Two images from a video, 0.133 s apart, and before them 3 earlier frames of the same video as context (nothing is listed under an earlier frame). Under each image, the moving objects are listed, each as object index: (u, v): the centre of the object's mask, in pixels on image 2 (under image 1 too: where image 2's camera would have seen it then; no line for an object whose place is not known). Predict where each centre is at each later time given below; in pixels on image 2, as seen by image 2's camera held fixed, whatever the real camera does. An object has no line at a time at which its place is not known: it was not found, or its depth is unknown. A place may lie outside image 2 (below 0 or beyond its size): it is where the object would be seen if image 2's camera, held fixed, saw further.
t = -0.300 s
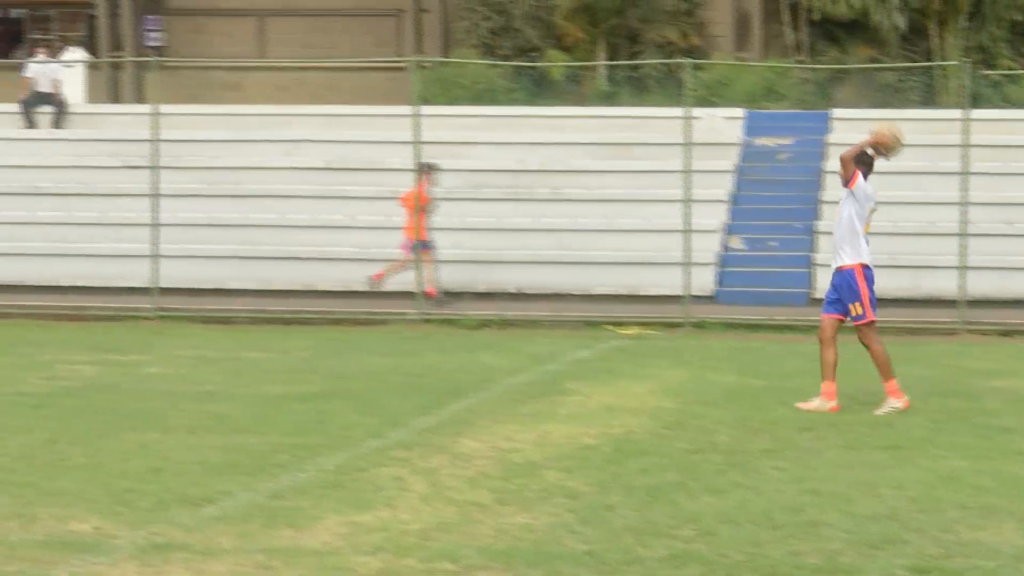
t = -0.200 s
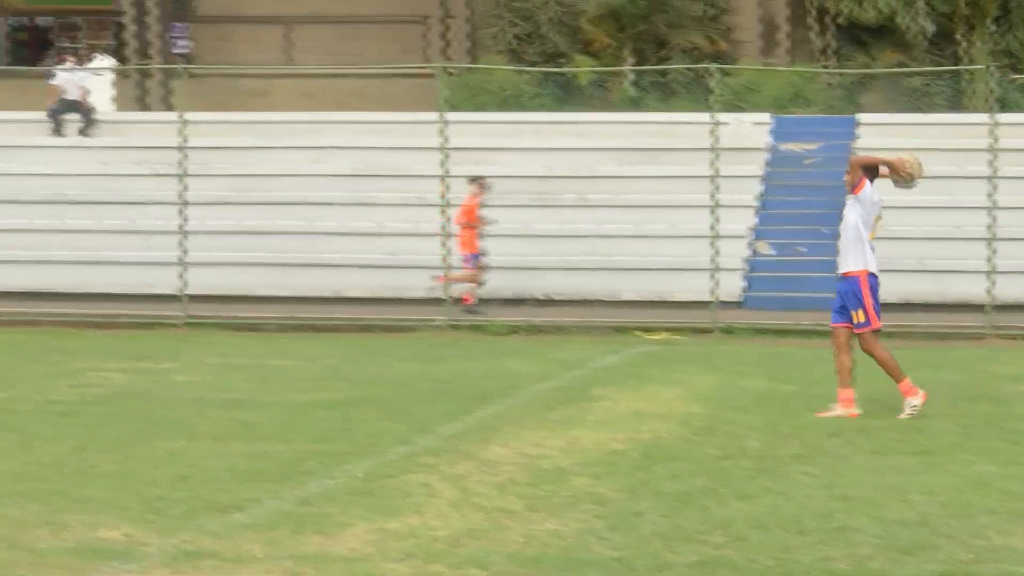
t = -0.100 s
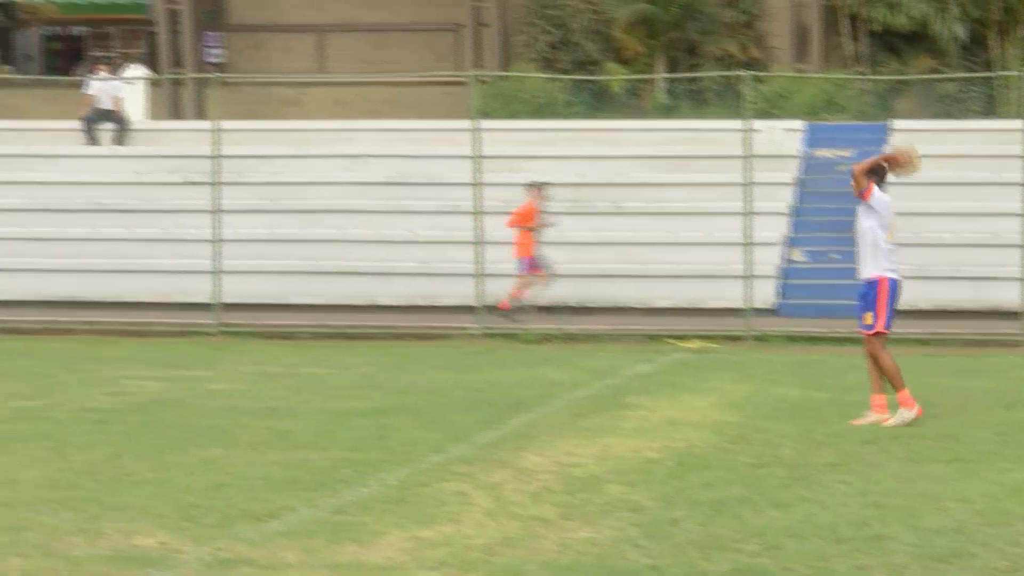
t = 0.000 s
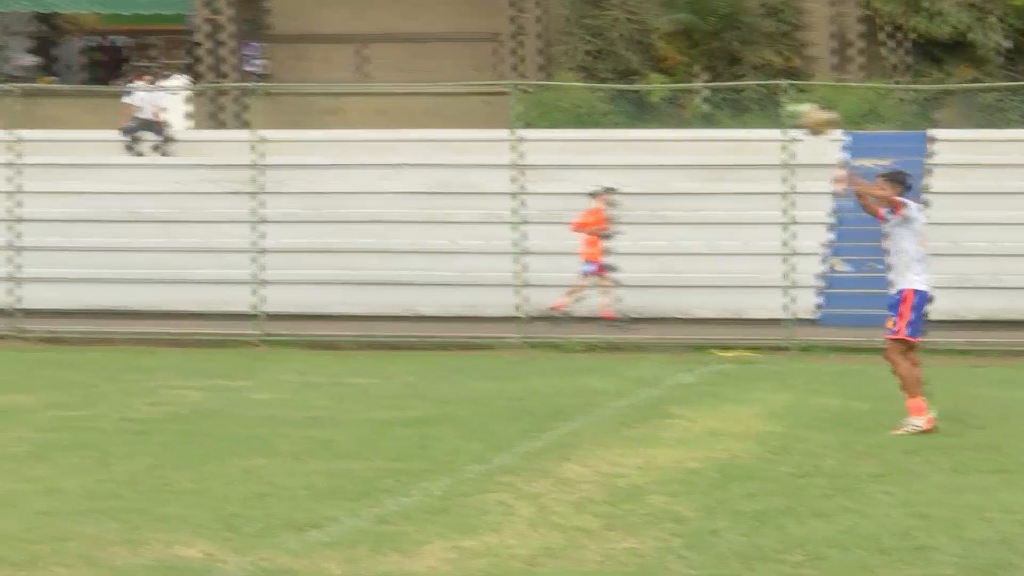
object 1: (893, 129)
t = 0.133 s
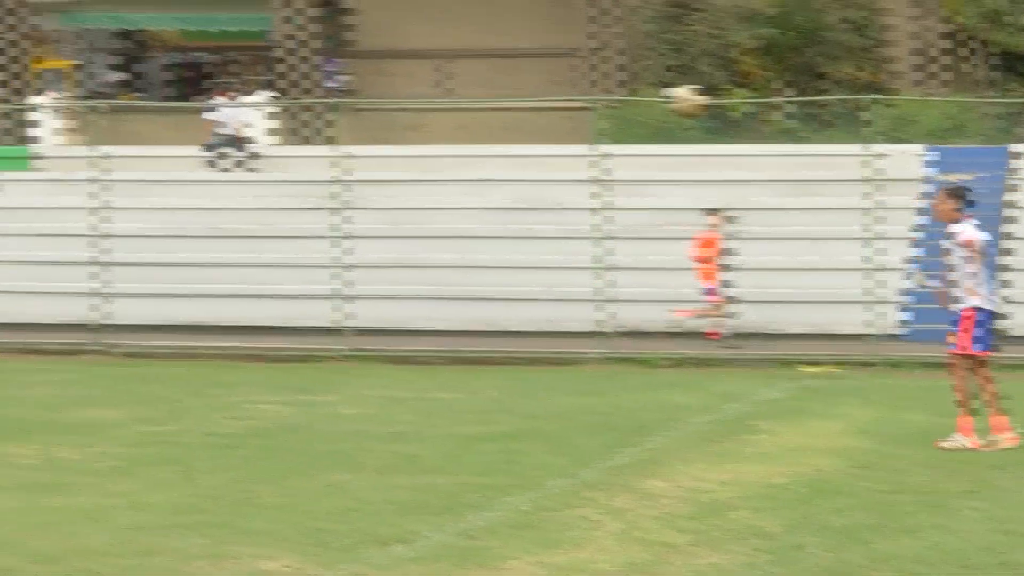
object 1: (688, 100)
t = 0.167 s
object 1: (640, 95)
